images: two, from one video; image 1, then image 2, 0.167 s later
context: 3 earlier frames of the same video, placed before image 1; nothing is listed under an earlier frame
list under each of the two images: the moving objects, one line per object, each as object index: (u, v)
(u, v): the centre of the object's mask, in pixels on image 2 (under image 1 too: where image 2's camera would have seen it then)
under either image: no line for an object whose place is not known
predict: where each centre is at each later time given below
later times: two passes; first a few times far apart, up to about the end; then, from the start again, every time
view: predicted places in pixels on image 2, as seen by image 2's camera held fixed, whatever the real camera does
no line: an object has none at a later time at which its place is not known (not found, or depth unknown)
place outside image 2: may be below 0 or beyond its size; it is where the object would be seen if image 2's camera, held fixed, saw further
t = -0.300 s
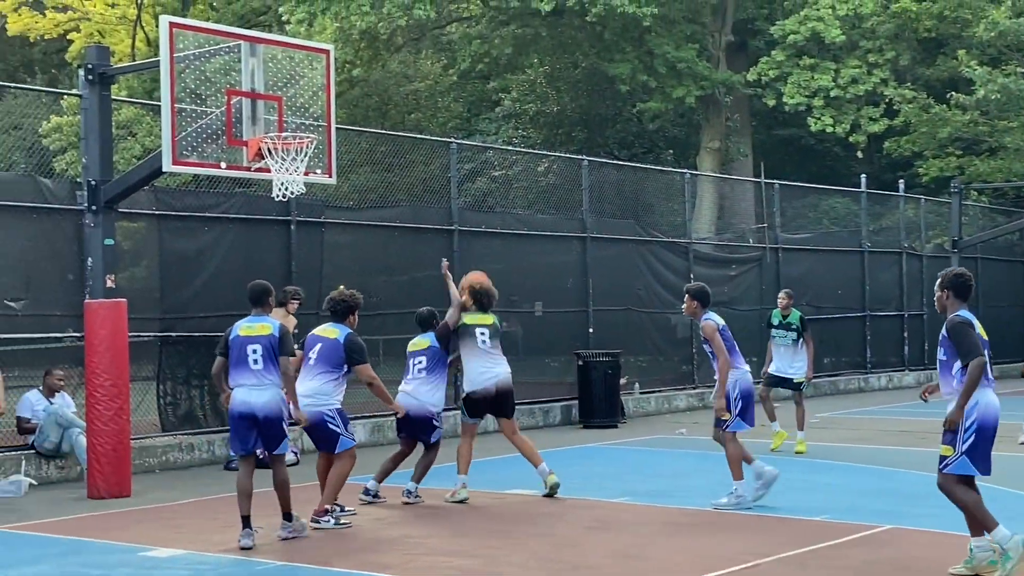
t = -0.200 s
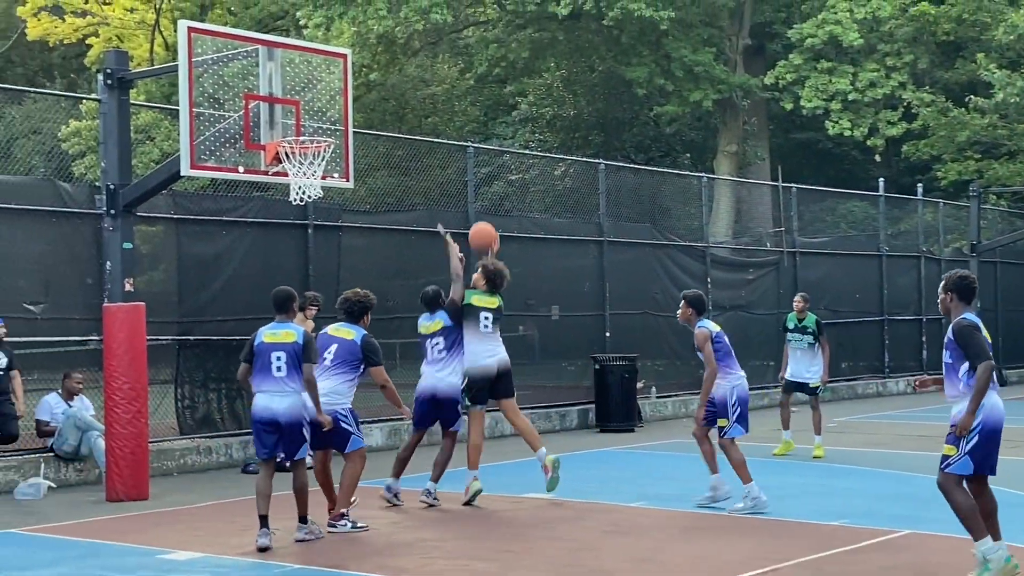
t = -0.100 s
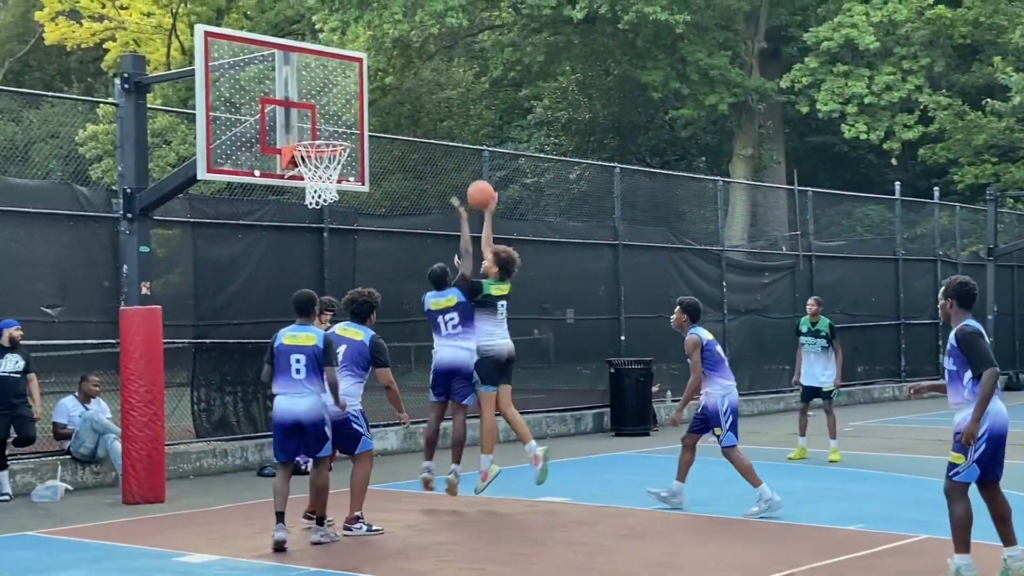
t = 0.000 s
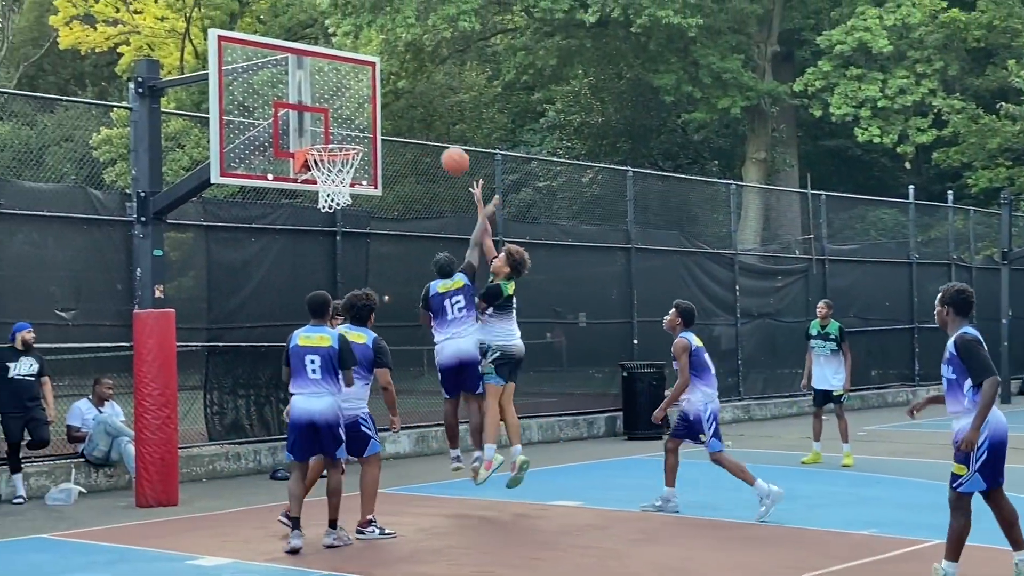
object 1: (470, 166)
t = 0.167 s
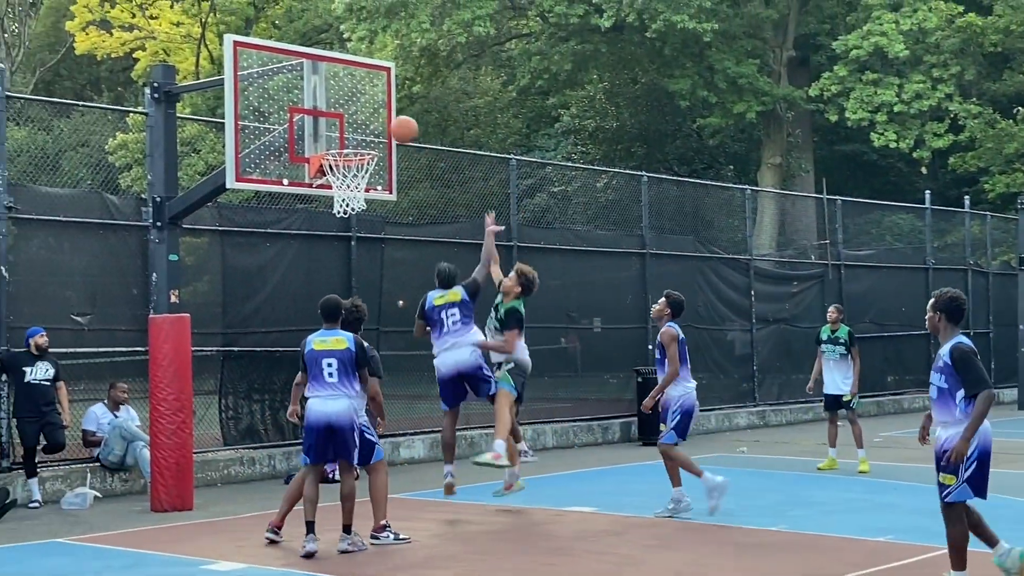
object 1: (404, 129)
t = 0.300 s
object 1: (384, 124)
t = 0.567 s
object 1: (410, 156)
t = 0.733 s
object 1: (456, 195)
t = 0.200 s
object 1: (391, 125)
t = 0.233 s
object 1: (384, 124)
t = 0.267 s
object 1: (384, 123)
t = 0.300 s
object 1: (384, 124)
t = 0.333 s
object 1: (384, 125)
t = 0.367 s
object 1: (385, 128)
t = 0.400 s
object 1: (385, 133)
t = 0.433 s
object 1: (385, 138)
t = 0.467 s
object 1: (386, 145)
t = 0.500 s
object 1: (391, 150)
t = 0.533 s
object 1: (401, 152)
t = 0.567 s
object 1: (410, 156)
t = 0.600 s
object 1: (418, 161)
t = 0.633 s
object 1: (427, 167)
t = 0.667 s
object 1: (437, 175)
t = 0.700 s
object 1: (447, 184)
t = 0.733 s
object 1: (456, 195)
